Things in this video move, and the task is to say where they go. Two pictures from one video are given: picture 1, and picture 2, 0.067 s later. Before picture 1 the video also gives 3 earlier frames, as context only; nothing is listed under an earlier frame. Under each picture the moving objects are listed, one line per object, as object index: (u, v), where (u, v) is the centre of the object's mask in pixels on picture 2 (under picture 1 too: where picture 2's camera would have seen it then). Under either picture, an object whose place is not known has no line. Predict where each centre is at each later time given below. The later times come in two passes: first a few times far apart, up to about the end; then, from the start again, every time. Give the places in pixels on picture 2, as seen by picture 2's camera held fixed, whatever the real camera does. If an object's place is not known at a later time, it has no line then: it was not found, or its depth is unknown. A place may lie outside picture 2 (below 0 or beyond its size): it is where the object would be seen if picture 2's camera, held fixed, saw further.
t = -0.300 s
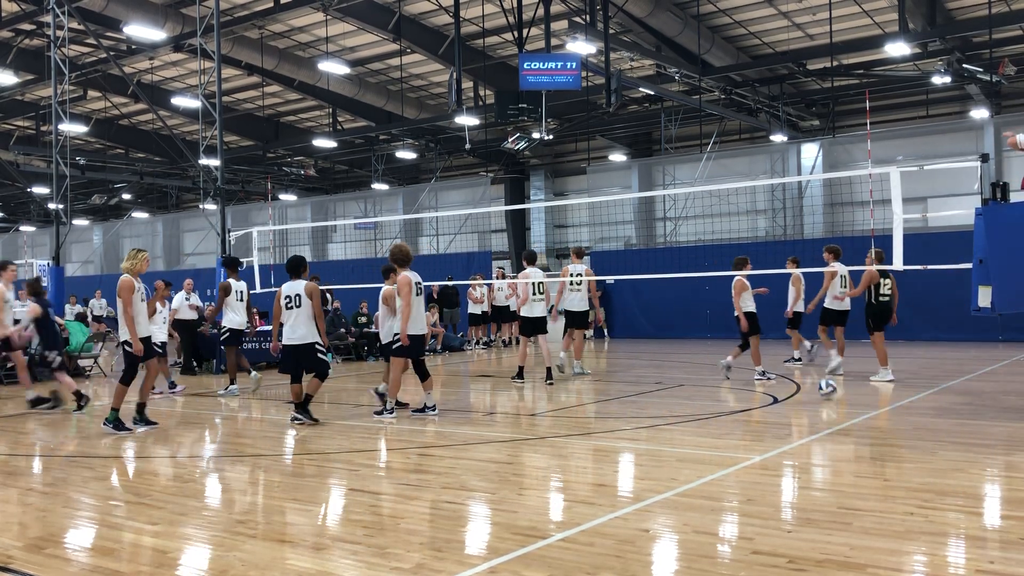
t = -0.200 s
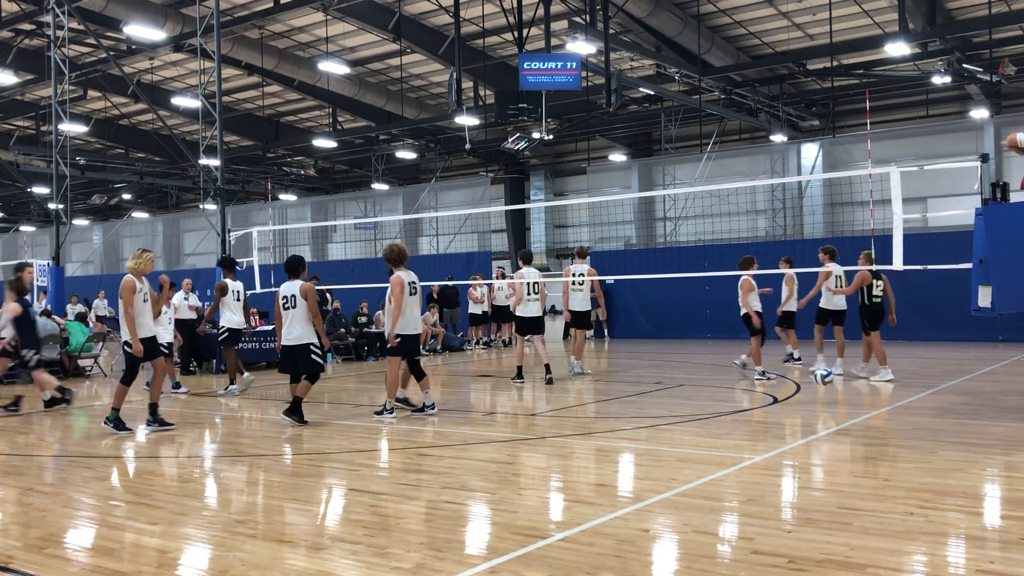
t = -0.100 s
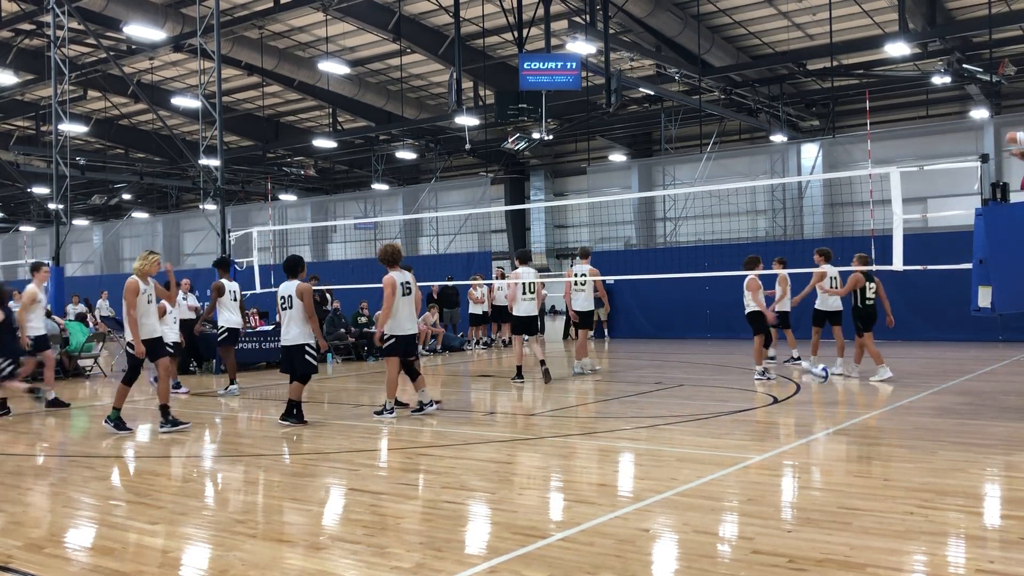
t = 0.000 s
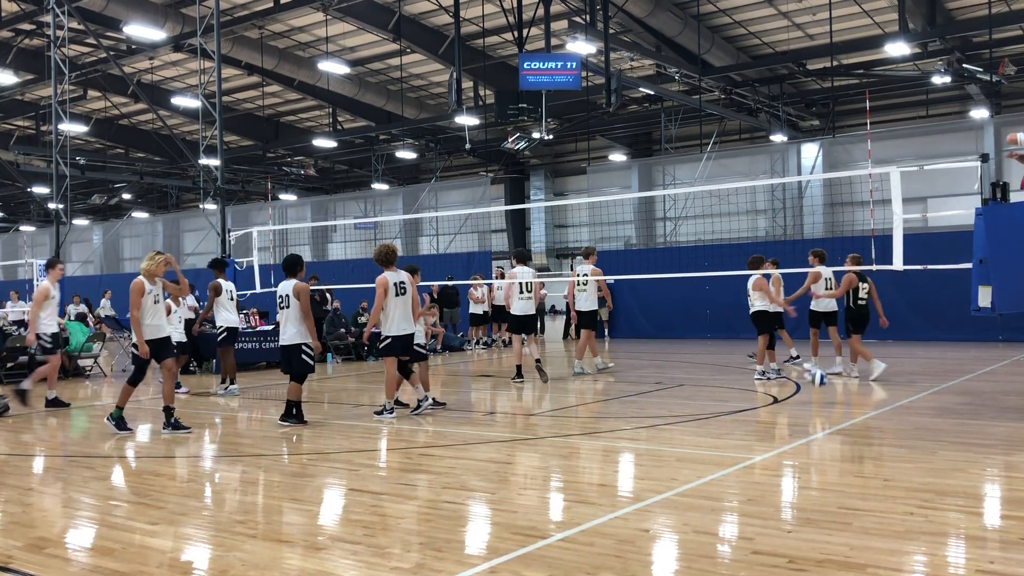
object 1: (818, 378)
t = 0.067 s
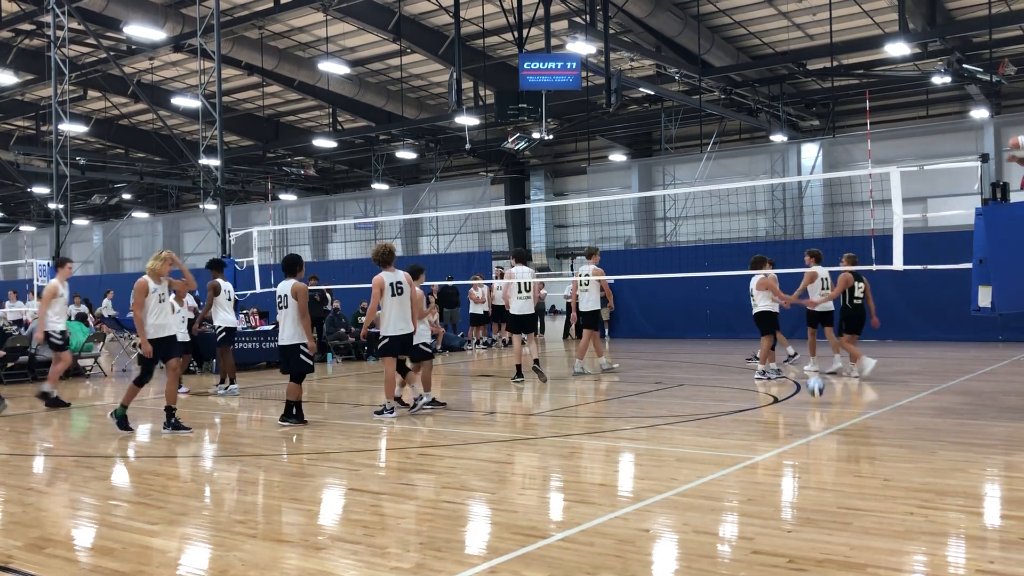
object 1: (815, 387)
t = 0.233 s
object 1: (809, 385)
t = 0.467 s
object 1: (802, 399)
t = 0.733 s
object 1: (792, 401)
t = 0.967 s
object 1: (783, 405)
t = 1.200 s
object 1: (770, 407)
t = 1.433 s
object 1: (764, 412)
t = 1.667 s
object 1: (754, 417)
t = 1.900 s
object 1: (740, 415)
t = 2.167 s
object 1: (731, 427)
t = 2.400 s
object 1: (720, 430)
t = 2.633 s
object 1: (708, 435)
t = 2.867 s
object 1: (692, 437)
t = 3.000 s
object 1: (689, 442)
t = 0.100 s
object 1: (814, 393)
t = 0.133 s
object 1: (813, 394)
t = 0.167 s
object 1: (811, 390)
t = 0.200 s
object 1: (811, 387)
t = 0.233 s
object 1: (809, 385)
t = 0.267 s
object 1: (808, 385)
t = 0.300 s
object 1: (807, 384)
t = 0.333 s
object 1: (806, 385)
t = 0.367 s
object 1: (805, 387)
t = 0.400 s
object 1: (804, 390)
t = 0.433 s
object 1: (803, 394)
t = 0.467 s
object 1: (802, 399)
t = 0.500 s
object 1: (800, 397)
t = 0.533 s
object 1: (799, 395)
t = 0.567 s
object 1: (798, 393)
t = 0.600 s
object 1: (796, 393)
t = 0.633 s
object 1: (795, 393)
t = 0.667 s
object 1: (794, 394)
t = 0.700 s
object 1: (793, 397)
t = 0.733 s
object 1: (792, 401)
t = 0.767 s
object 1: (790, 402)
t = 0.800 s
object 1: (789, 400)
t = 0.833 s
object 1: (787, 399)
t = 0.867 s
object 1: (787, 399)
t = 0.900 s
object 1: (786, 399)
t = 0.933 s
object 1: (784, 401)
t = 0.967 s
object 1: (783, 405)
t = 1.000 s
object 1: (781, 407)
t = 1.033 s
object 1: (780, 405)
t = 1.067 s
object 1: (779, 404)
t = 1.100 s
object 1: (777, 404)
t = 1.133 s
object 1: (773, 403)
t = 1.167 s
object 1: (771, 407)
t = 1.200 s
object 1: (770, 407)
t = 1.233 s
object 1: (769, 407)
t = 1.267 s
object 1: (768, 407)
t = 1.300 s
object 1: (770, 409)
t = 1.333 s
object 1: (768, 411)
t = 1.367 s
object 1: (766, 412)
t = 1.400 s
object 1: (765, 412)
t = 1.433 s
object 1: (764, 412)
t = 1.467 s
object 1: (762, 414)
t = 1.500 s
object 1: (761, 414)
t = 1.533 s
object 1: (759, 415)
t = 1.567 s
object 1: (758, 415)
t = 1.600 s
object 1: (757, 416)
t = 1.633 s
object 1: (755, 417)
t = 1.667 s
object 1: (754, 417)
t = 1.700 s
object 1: (748, 415)
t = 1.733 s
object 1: (747, 416)
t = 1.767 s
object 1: (747, 417)
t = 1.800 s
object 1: (746, 418)
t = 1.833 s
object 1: (745, 418)
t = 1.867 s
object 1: (745, 420)
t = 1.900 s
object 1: (740, 415)
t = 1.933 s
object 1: (747, 418)
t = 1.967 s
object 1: (744, 420)
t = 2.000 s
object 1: (739, 423)
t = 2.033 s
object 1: (737, 424)
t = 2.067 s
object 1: (736, 424)
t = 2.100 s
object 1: (734, 426)
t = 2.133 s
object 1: (732, 426)
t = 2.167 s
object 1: (731, 427)
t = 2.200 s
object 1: (729, 426)
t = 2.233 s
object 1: (724, 426)
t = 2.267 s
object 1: (722, 425)
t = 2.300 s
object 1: (721, 427)
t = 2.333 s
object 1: (723, 430)
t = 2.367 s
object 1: (722, 430)
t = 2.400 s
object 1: (720, 430)
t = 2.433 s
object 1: (718, 431)
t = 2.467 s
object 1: (717, 432)
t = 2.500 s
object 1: (715, 432)
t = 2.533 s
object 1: (713, 434)
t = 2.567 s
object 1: (712, 434)
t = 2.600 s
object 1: (710, 435)
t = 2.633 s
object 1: (708, 435)
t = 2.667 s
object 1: (706, 436)
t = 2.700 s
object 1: (705, 437)
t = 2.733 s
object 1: (703, 437)
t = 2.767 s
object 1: (701, 438)
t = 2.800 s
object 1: (700, 438)
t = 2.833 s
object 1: (693, 436)
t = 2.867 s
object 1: (692, 437)
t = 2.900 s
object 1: (691, 439)
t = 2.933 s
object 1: (693, 441)
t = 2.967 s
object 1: (691, 442)
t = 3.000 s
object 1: (689, 442)
